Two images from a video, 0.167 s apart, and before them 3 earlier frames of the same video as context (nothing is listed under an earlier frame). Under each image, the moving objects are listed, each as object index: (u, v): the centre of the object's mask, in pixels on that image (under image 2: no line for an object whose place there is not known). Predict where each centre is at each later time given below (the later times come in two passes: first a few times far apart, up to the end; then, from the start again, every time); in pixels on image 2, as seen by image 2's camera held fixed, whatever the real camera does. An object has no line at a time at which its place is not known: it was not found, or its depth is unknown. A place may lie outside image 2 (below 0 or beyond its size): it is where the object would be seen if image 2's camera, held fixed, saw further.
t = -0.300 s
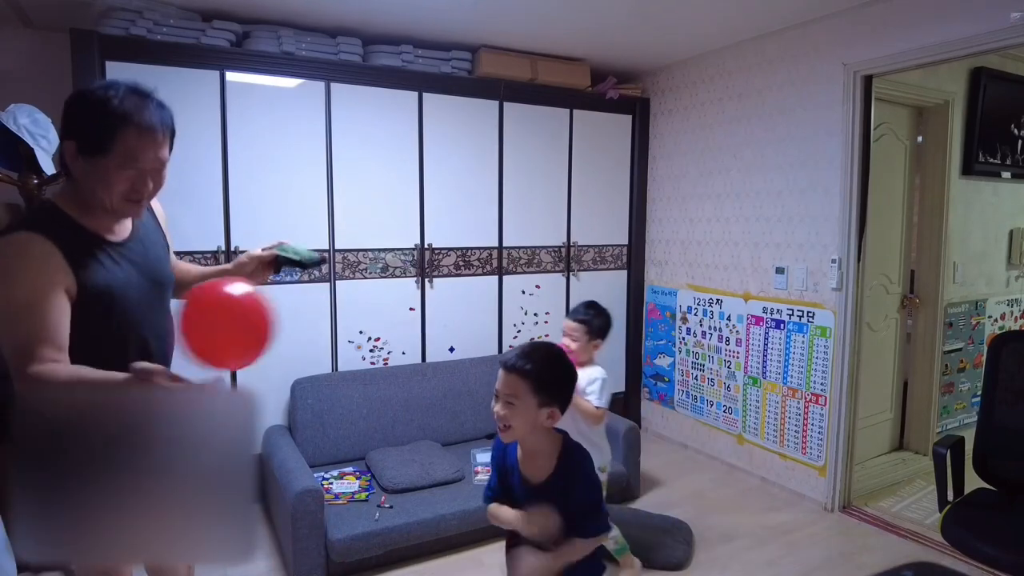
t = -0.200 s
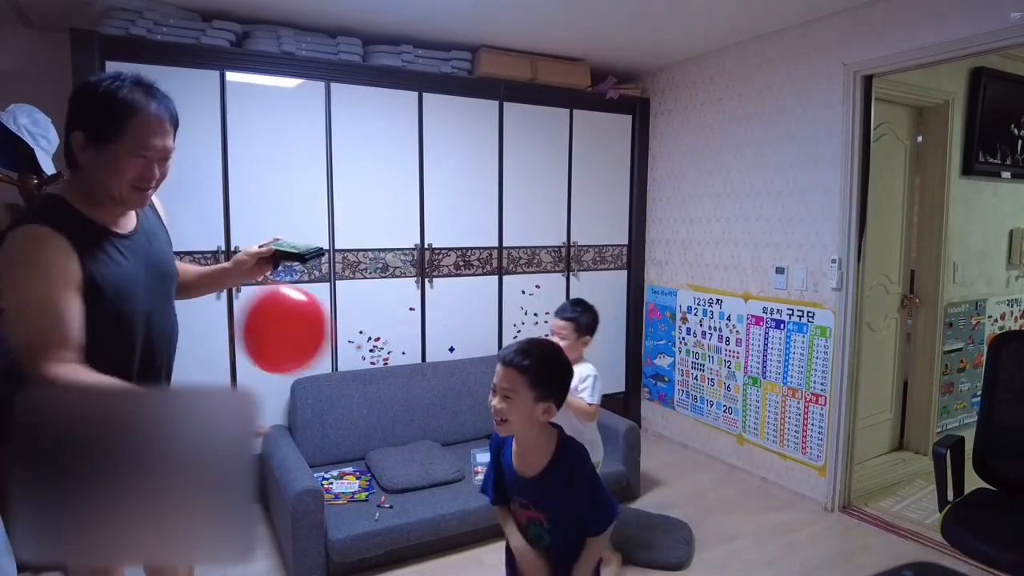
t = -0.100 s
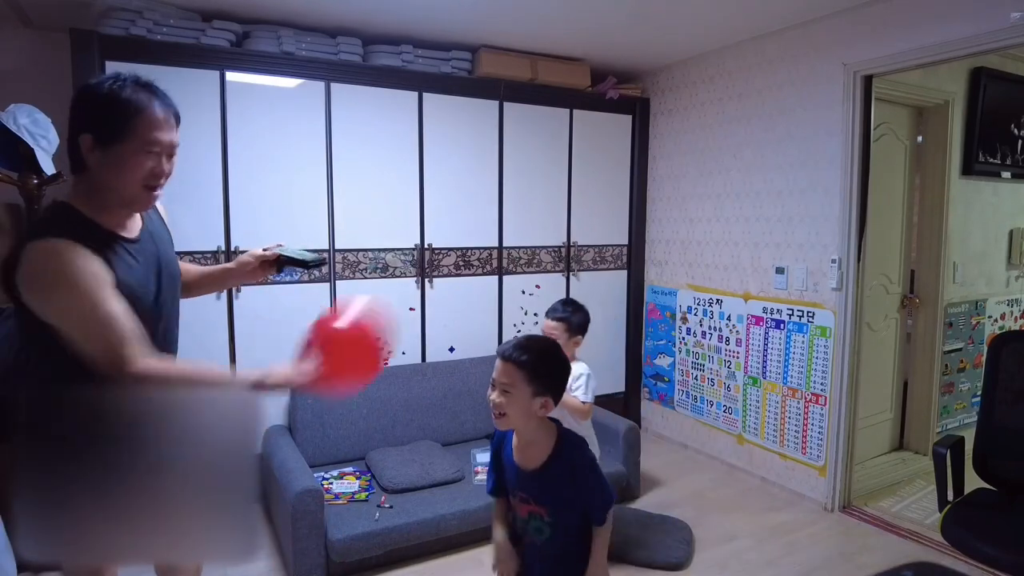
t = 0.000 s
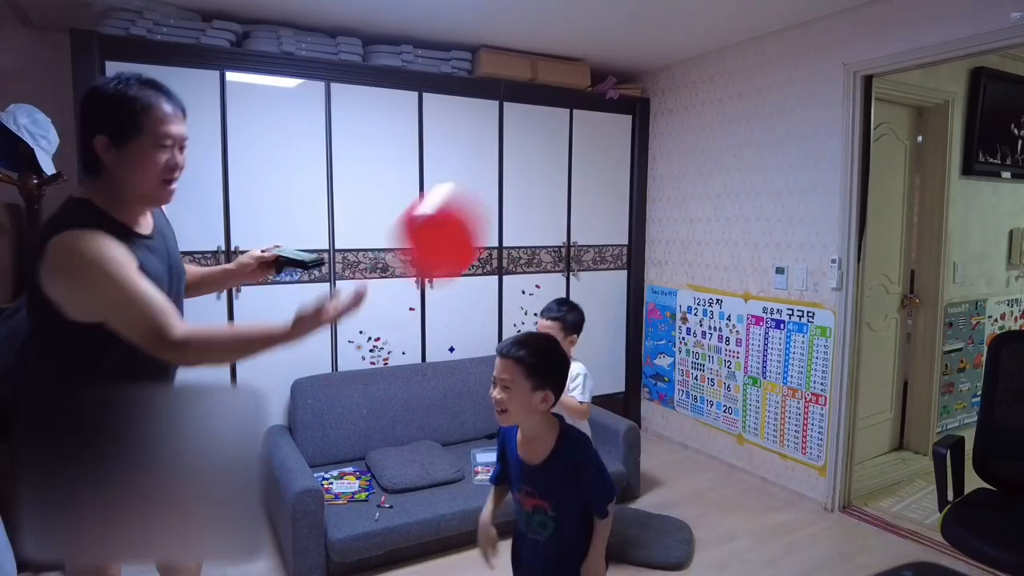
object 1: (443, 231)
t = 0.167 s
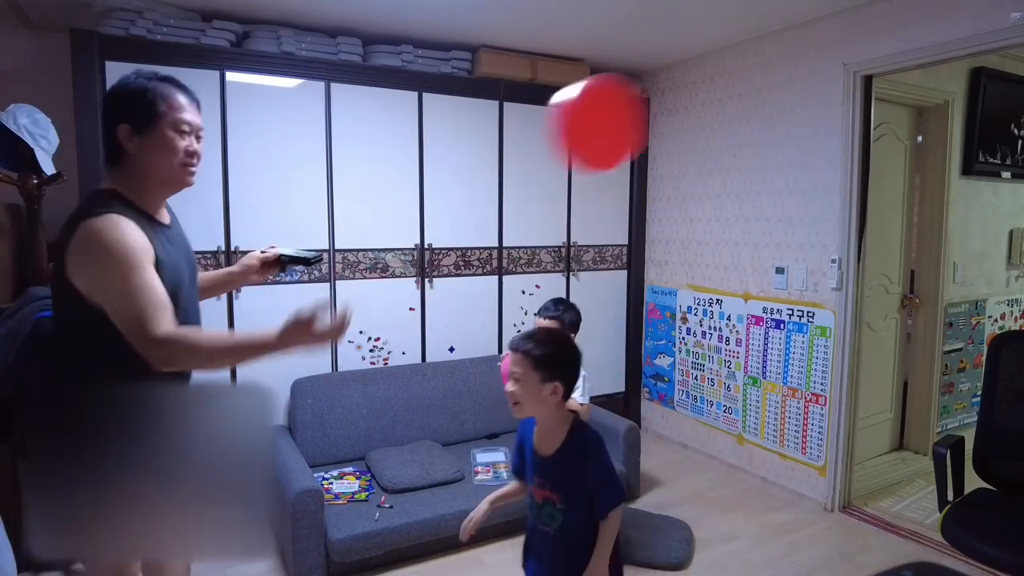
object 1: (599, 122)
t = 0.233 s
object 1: (658, 109)
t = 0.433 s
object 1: (851, 187)
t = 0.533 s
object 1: (939, 297)
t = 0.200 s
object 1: (628, 113)
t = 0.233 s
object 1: (658, 109)
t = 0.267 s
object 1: (688, 109)
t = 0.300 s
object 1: (721, 114)
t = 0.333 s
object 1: (754, 123)
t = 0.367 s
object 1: (785, 139)
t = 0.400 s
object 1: (820, 161)
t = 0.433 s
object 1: (851, 187)
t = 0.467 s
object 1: (884, 220)
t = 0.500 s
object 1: (913, 257)
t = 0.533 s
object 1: (939, 297)
